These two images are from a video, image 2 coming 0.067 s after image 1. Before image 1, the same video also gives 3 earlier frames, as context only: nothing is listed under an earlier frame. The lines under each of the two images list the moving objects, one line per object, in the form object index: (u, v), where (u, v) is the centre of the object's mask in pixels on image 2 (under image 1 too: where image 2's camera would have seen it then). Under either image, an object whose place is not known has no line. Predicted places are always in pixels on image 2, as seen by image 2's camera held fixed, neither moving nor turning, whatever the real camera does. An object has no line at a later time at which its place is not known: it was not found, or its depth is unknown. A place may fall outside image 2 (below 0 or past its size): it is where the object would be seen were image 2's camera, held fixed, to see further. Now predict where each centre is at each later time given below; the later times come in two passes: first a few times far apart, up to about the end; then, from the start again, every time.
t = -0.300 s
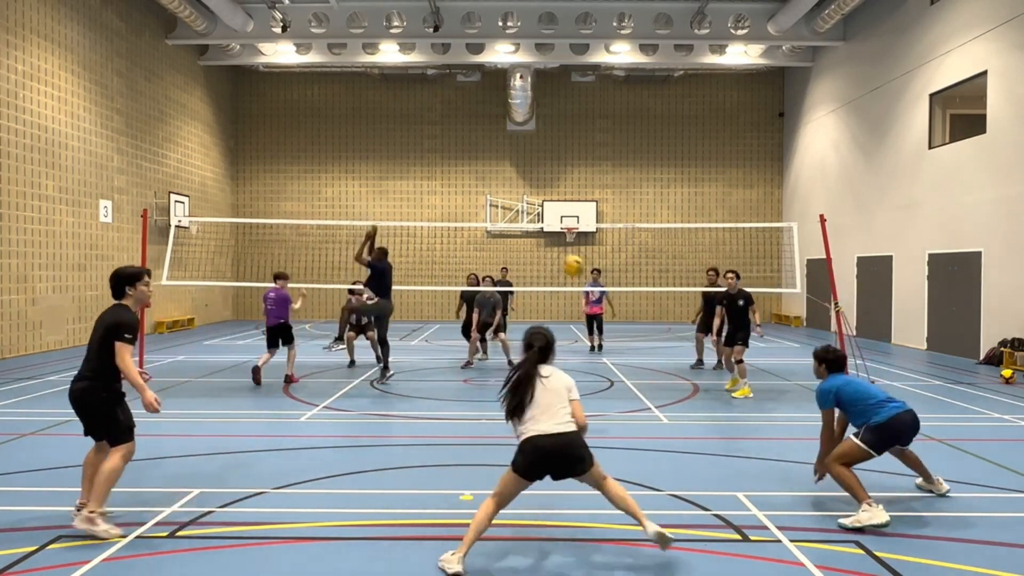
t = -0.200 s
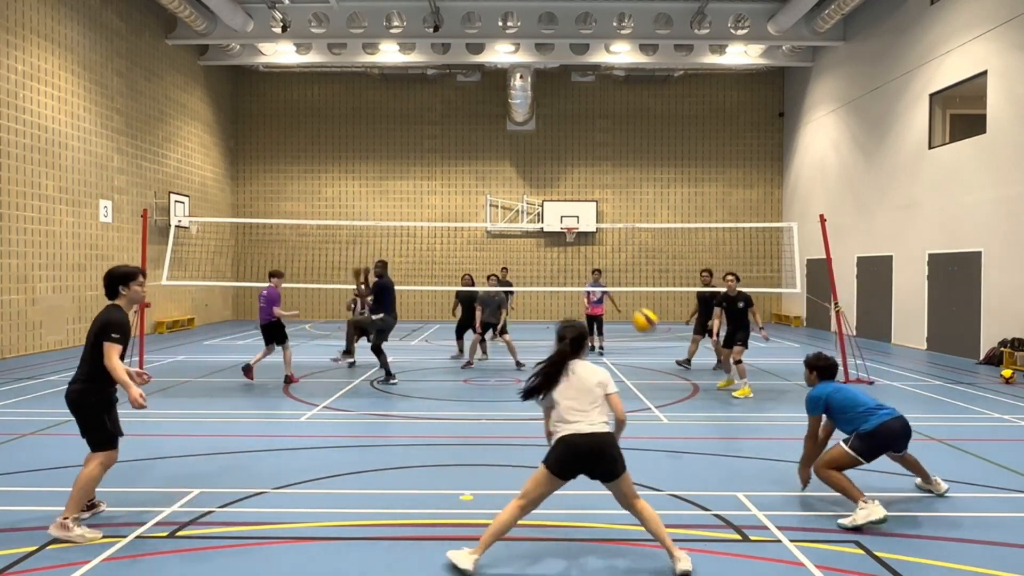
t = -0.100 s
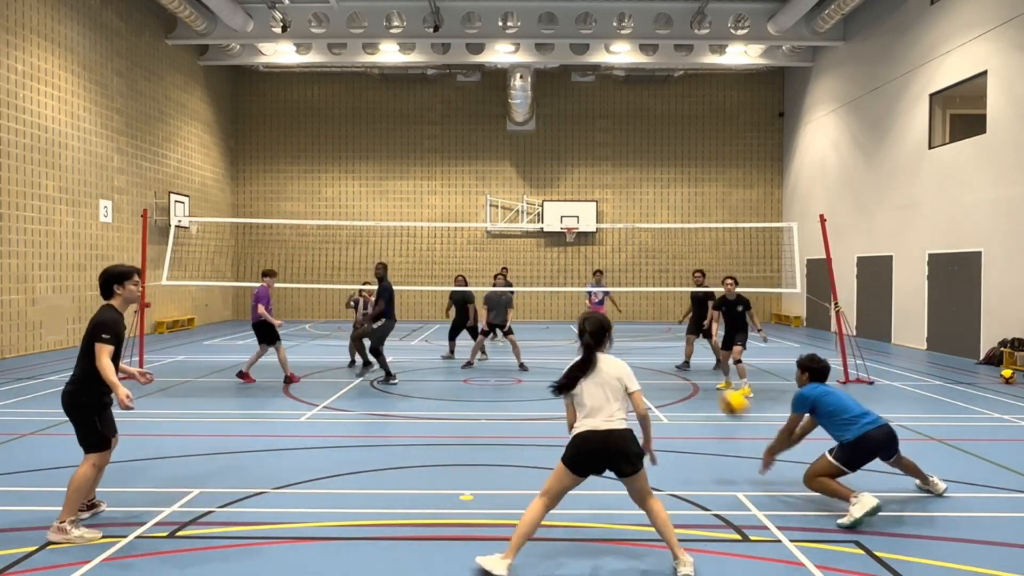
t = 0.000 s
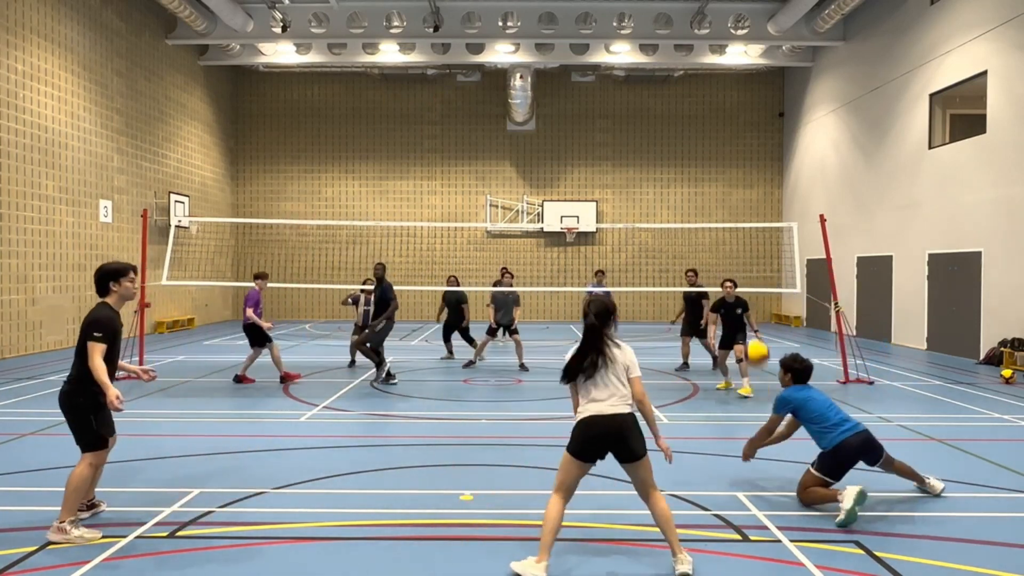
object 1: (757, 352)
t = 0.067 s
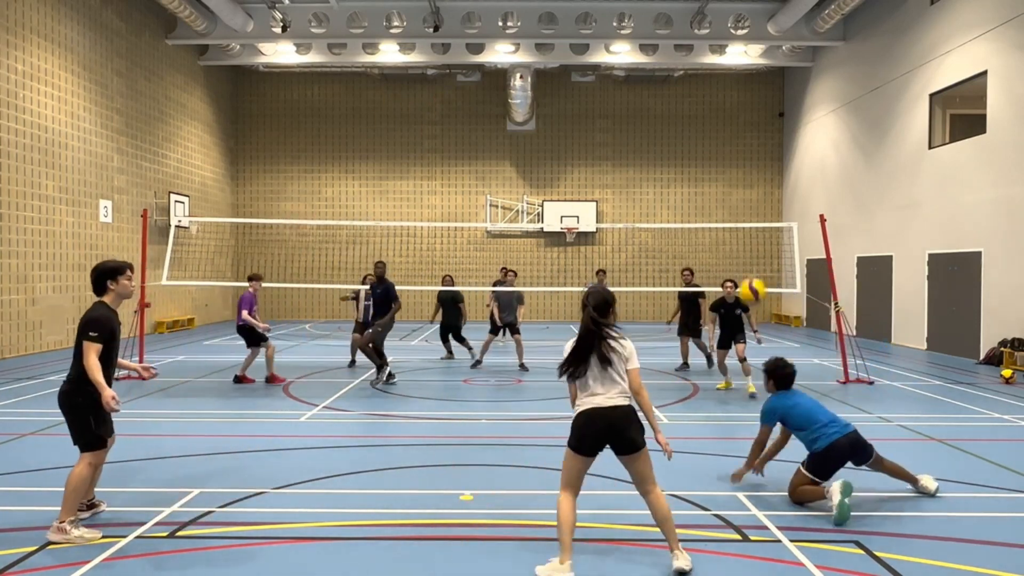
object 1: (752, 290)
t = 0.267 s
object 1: (744, 156)
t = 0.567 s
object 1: (740, 70)
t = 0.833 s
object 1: (739, 71)
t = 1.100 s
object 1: (739, 124)
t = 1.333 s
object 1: (737, 205)
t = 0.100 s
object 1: (750, 262)
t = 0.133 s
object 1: (749, 238)
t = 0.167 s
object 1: (747, 215)
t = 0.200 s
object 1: (745, 193)
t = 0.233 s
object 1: (745, 174)
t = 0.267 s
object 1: (744, 156)
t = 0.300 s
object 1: (743, 141)
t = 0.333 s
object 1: (742, 126)
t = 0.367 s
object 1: (742, 114)
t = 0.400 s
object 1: (741, 104)
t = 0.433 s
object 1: (741, 95)
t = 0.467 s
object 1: (740, 86)
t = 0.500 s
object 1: (740, 79)
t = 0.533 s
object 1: (739, 74)
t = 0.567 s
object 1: (740, 70)
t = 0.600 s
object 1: (739, 66)
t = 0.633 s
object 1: (739, 63)
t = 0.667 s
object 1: (739, 62)
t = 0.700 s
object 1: (739, 63)
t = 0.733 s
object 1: (739, 63)
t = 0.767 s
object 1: (739, 64)
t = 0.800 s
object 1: (738, 67)
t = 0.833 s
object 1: (739, 71)
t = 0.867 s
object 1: (739, 74)
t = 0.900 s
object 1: (739, 79)
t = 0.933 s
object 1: (739, 85)
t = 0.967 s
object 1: (739, 91)
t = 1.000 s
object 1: (739, 99)
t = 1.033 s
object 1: (740, 107)
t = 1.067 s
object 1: (740, 115)
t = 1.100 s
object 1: (739, 124)
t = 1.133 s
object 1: (740, 135)
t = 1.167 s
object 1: (740, 145)
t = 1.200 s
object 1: (739, 155)
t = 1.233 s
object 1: (739, 168)
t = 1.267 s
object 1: (739, 180)
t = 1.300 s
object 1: (738, 192)
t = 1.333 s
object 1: (737, 205)
